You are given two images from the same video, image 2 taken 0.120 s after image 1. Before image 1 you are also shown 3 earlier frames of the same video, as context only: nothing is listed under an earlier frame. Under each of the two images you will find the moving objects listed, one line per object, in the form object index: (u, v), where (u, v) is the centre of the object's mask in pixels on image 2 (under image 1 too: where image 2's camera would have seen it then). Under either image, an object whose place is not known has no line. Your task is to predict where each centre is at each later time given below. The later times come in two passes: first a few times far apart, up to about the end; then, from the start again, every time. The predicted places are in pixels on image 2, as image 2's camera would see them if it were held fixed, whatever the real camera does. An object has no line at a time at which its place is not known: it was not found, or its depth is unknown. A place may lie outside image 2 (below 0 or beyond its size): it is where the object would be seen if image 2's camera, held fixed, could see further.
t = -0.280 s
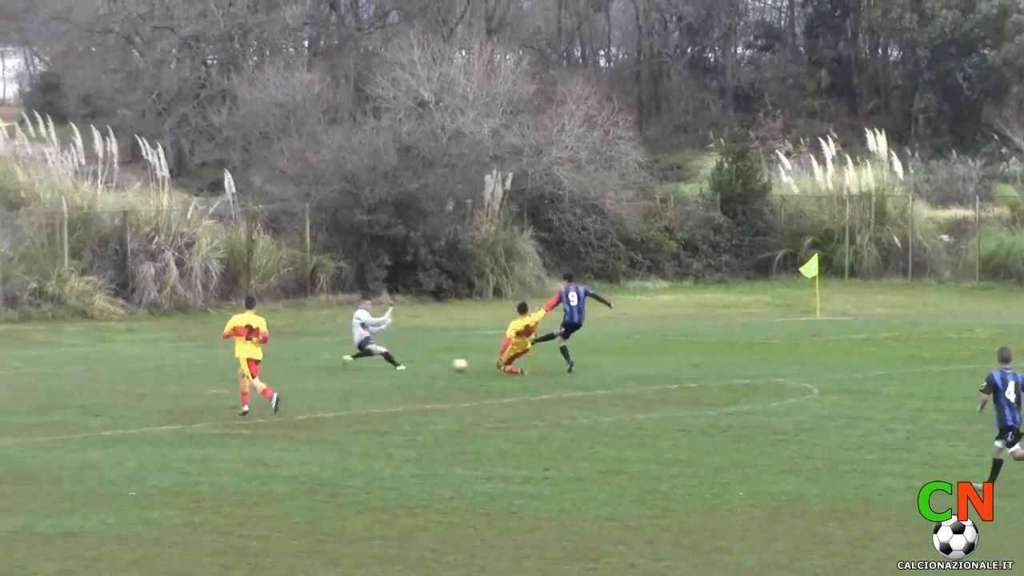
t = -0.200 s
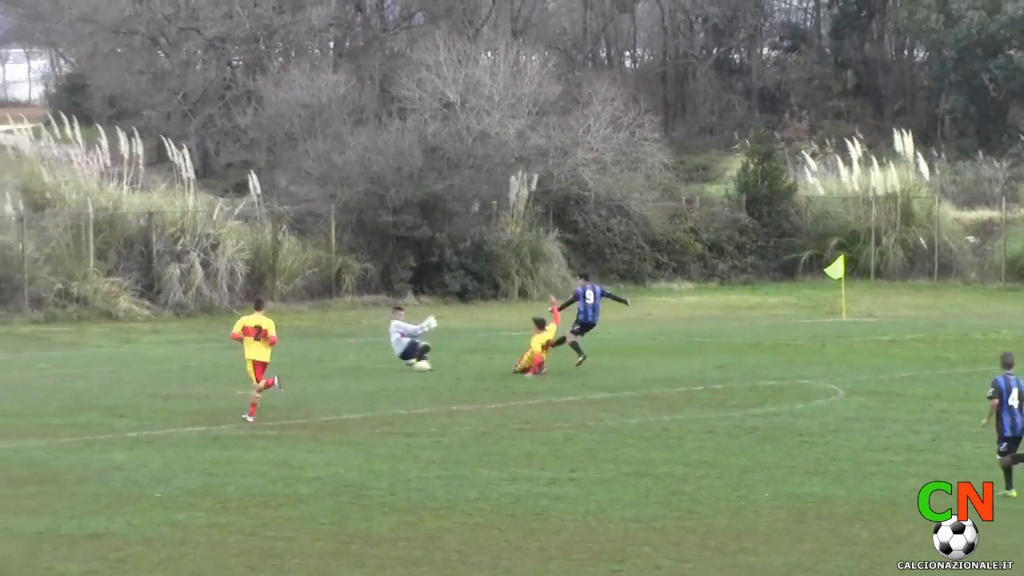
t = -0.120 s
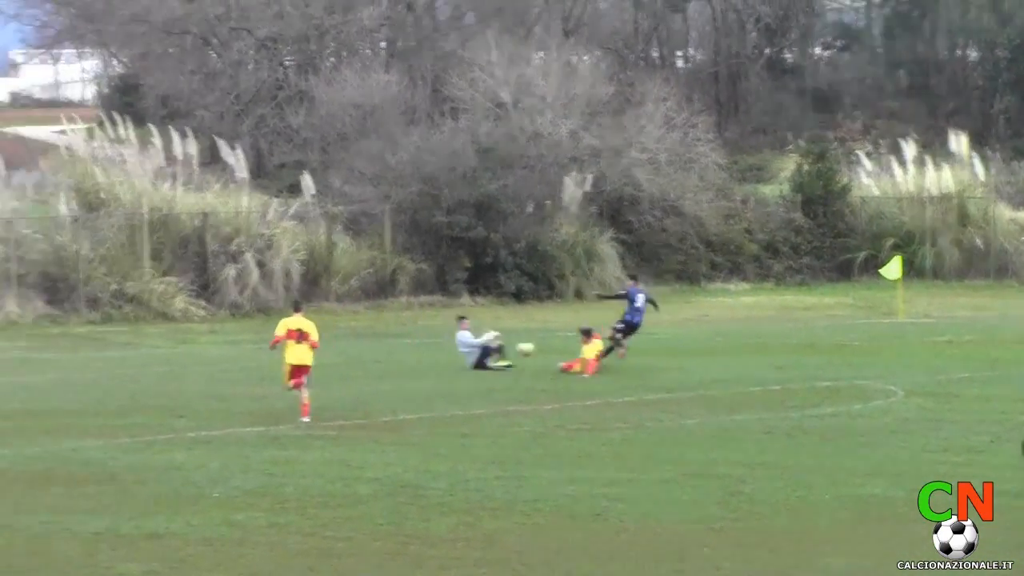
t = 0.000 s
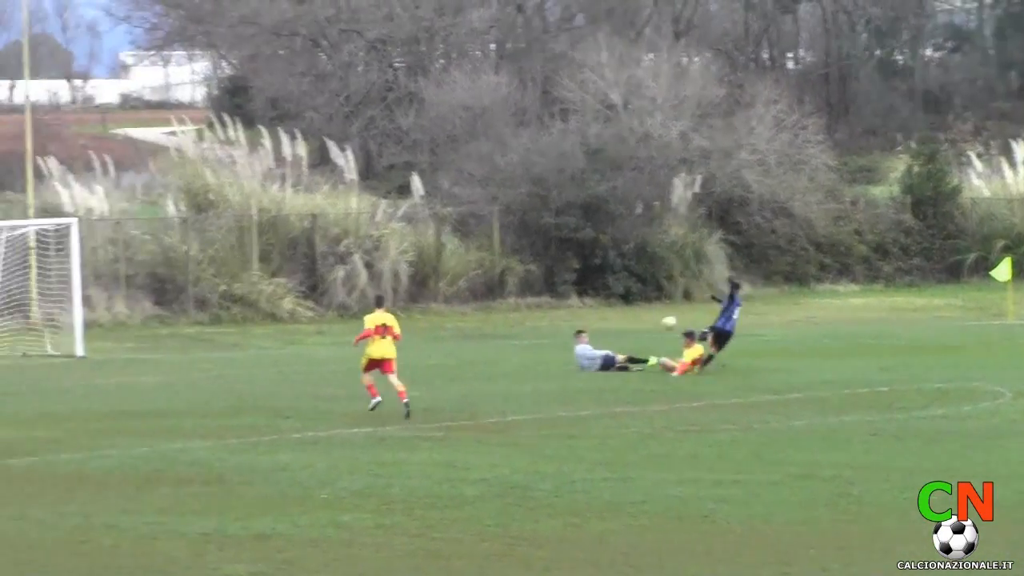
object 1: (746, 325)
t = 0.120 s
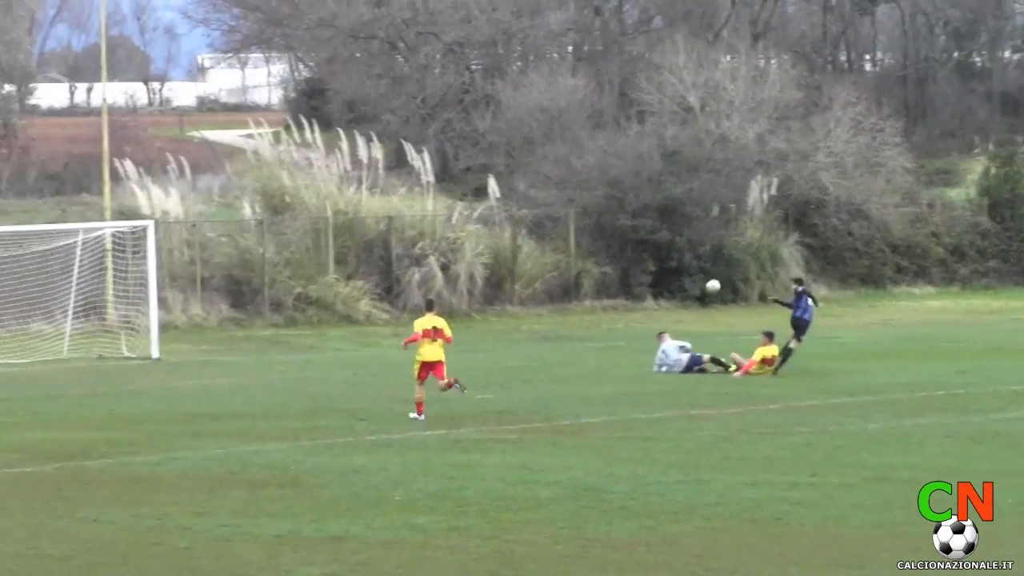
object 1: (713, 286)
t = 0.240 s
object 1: (679, 253)
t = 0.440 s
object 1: (630, 219)
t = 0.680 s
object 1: (570, 216)
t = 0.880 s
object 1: (519, 236)
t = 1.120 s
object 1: (459, 292)
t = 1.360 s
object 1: (400, 374)
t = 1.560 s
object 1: (400, 342)
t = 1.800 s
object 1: (400, 334)
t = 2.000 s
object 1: (401, 352)
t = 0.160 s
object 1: (701, 273)
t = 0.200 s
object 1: (690, 263)
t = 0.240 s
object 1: (679, 253)
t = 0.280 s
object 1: (669, 243)
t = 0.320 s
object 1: (660, 232)
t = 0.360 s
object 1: (650, 228)
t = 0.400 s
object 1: (640, 222)
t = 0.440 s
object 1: (630, 219)
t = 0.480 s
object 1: (620, 217)
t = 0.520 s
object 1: (610, 215)
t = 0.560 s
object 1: (600, 214)
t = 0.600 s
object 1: (590, 214)
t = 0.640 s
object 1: (579, 214)
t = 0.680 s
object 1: (570, 216)
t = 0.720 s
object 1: (559, 218)
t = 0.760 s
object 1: (549, 221)
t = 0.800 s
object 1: (539, 225)
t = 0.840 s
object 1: (529, 231)
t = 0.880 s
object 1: (519, 236)
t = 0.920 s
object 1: (509, 243)
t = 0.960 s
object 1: (499, 251)
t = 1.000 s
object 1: (489, 260)
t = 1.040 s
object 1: (479, 270)
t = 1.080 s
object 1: (469, 280)
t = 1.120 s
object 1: (459, 292)
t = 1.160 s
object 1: (449, 304)
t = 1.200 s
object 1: (438, 317)
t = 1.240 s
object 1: (428, 331)
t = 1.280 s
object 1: (418, 346)
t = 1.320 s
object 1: (408, 362)
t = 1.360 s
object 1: (400, 374)
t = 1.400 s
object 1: (400, 366)
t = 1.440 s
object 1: (400, 358)
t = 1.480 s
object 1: (400, 352)
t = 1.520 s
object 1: (400, 346)
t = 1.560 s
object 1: (400, 342)
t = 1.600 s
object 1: (400, 338)
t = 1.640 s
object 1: (400, 336)
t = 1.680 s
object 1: (400, 333)
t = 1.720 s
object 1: (400, 333)
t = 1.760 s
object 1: (400, 333)
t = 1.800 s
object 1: (400, 334)
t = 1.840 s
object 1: (400, 336)
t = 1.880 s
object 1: (400, 338)
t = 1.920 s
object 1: (401, 342)
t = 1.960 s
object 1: (401, 347)
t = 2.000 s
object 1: (401, 352)
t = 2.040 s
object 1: (401, 359)
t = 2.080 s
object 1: (401, 366)
